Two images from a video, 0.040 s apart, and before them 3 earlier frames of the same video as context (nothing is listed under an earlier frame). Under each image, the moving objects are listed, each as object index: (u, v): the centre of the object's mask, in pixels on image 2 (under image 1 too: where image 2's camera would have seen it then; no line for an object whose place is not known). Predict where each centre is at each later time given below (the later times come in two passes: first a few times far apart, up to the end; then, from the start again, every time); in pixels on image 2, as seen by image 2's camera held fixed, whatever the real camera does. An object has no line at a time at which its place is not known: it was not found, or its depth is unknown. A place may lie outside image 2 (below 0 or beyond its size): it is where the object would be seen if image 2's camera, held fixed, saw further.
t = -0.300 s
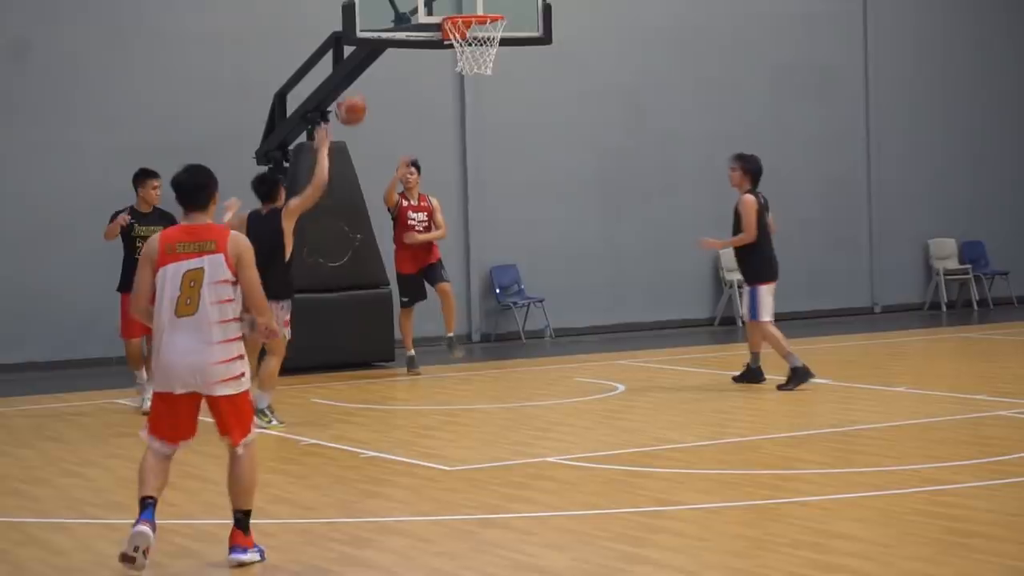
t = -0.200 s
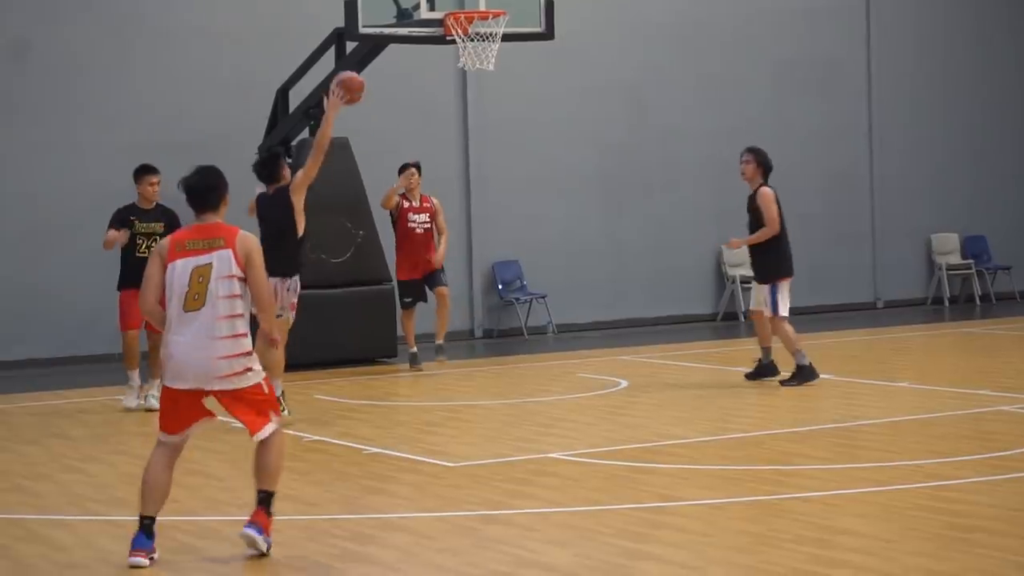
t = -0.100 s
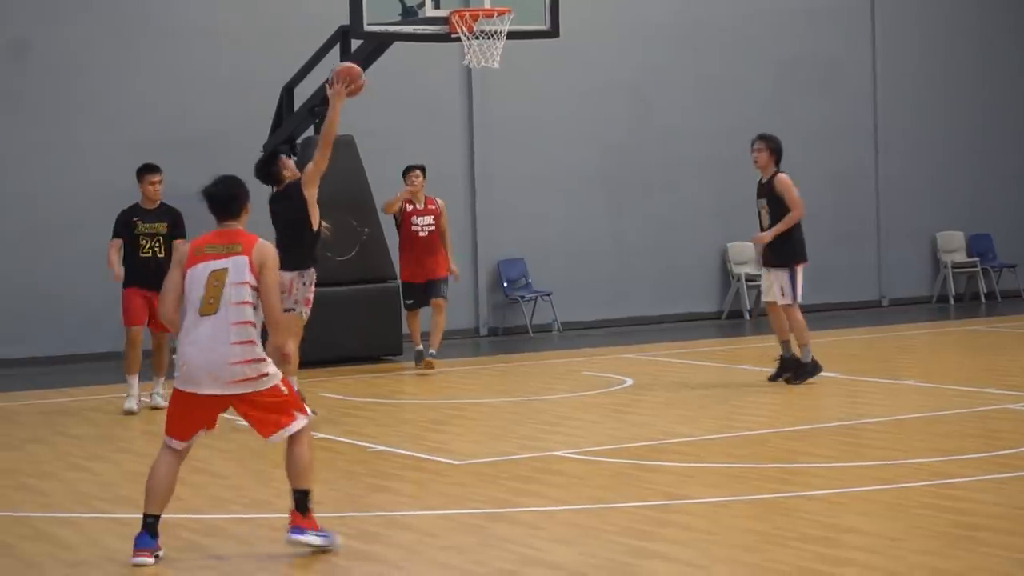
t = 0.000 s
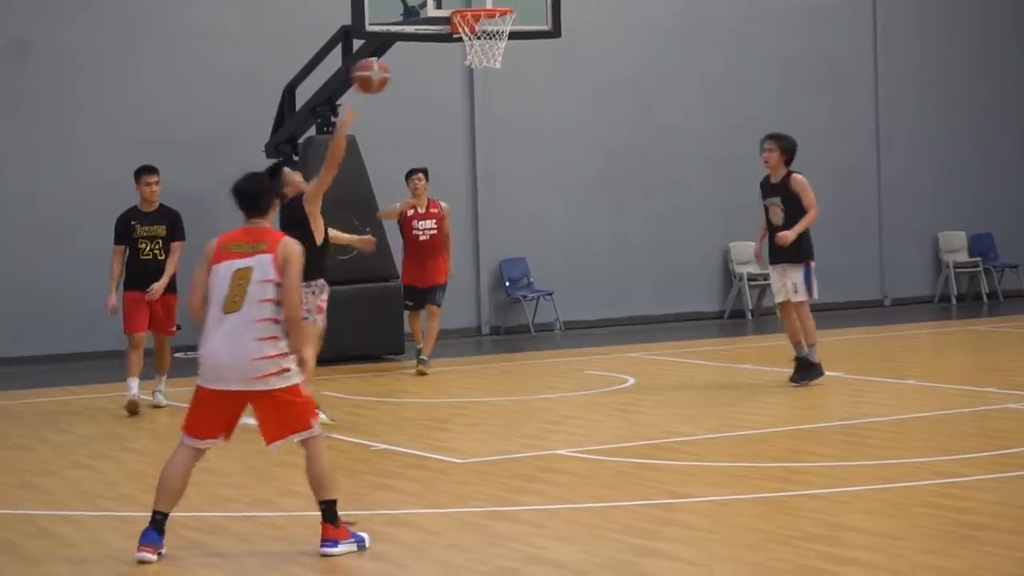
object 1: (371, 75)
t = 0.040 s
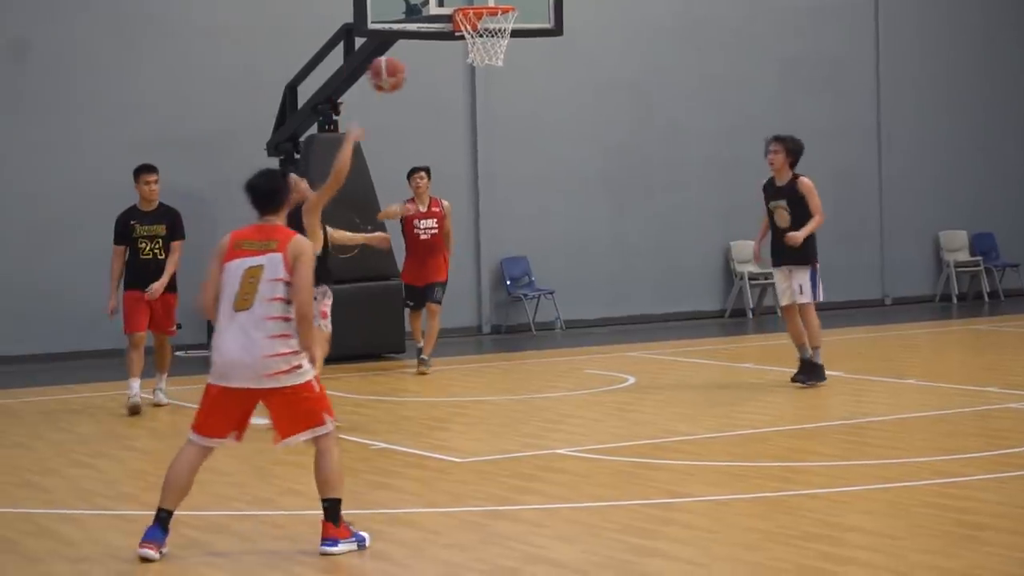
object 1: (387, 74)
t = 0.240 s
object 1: (461, 112)
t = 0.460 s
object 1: (545, 223)
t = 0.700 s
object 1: (634, 406)
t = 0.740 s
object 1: (642, 374)
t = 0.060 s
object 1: (394, 75)
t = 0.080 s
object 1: (400, 77)
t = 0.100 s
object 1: (409, 79)
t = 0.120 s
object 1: (416, 81)
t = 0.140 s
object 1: (424, 86)
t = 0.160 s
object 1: (431, 90)
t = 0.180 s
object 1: (438, 94)
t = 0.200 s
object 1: (446, 99)
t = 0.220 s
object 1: (454, 106)
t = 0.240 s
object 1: (461, 112)
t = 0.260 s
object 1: (469, 118)
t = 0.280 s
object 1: (477, 127)
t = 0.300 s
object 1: (484, 136)
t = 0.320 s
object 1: (492, 145)
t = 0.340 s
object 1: (499, 153)
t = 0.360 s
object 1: (506, 163)
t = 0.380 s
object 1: (515, 175)
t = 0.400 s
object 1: (522, 186)
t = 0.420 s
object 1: (530, 198)
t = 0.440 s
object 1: (538, 211)
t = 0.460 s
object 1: (545, 223)
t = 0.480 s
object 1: (553, 237)
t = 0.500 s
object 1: (560, 252)
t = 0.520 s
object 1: (568, 267)
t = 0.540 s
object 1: (576, 283)
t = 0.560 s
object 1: (584, 299)
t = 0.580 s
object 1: (592, 317)
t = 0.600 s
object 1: (598, 334)
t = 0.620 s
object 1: (607, 353)
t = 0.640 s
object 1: (614, 373)
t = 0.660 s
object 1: (622, 392)
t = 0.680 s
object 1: (630, 412)
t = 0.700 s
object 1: (634, 406)
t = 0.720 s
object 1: (638, 389)
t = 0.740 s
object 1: (642, 374)
